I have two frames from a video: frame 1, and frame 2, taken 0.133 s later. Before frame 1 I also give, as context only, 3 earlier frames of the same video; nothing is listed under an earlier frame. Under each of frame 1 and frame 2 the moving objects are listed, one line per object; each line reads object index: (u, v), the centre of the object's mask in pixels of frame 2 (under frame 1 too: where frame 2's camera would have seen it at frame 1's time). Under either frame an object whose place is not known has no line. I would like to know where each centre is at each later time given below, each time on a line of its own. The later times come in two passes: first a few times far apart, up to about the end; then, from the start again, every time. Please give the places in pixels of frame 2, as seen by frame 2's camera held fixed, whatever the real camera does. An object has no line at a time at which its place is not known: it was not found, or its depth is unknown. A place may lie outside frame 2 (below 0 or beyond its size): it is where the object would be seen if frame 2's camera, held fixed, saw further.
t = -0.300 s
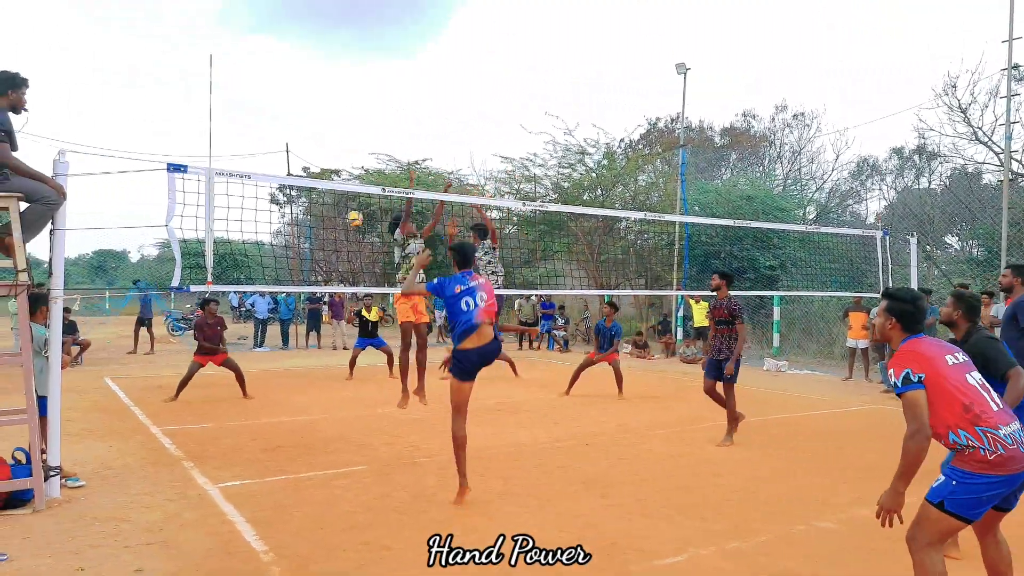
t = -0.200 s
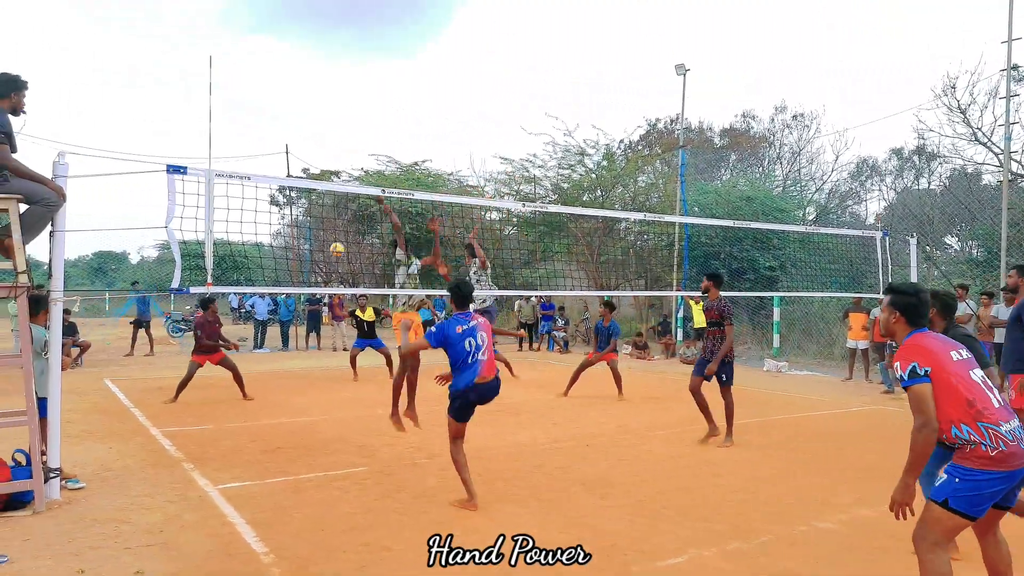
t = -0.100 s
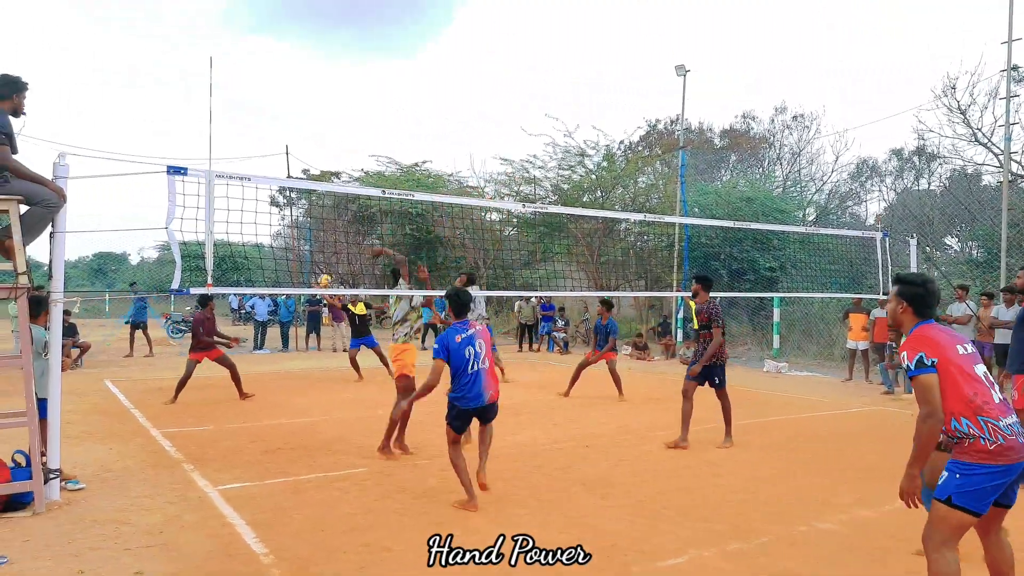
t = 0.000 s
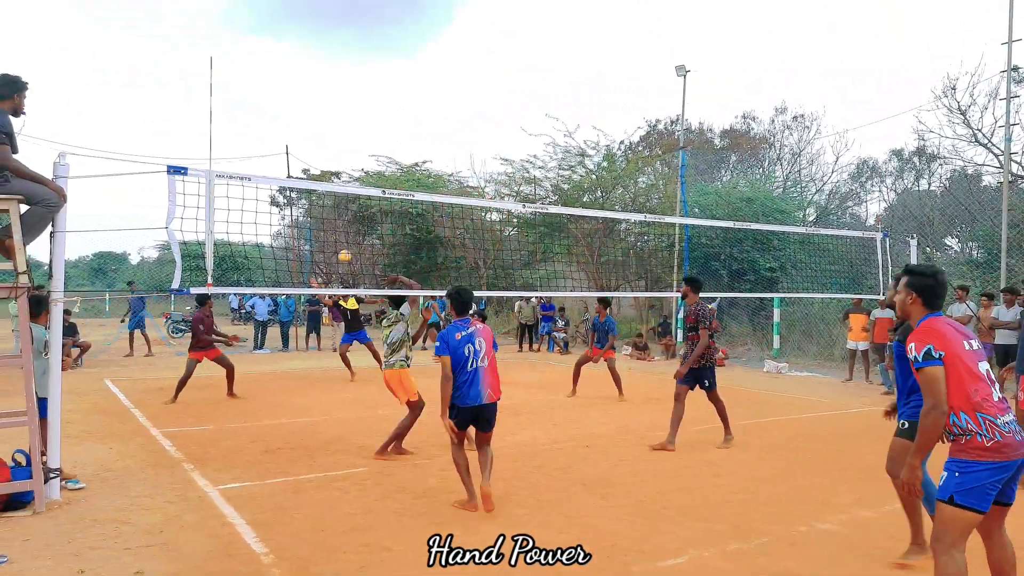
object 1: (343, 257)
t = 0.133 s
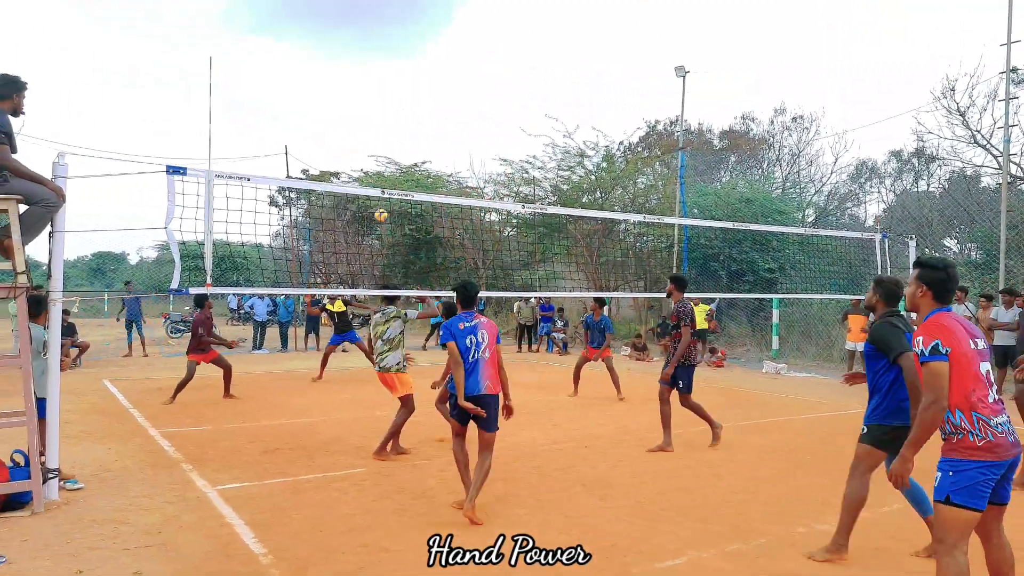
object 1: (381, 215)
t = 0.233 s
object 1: (409, 188)
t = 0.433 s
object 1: (466, 158)
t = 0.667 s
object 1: (534, 148)
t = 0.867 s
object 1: (593, 166)
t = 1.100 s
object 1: (661, 213)
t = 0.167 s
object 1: (390, 207)
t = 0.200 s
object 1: (399, 201)
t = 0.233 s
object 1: (409, 188)
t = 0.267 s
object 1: (418, 183)
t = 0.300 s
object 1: (428, 177)
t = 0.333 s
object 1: (438, 172)
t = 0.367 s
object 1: (447, 166)
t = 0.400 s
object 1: (457, 162)
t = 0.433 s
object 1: (466, 158)
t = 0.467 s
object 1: (476, 154)
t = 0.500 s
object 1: (486, 152)
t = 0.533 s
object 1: (495, 150)
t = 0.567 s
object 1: (505, 148)
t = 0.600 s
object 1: (514, 147)
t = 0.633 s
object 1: (524, 147)
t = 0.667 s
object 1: (534, 148)
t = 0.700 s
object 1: (543, 149)
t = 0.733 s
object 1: (553, 151)
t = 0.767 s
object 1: (562, 154)
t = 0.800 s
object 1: (573, 157)
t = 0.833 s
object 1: (582, 161)
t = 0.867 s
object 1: (593, 166)
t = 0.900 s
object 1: (601, 170)
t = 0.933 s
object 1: (612, 177)
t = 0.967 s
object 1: (621, 183)
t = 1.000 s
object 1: (631, 190)
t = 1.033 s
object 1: (641, 198)
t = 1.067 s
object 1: (651, 207)
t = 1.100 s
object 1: (661, 213)
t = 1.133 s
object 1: (671, 228)
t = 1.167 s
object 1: (681, 237)
